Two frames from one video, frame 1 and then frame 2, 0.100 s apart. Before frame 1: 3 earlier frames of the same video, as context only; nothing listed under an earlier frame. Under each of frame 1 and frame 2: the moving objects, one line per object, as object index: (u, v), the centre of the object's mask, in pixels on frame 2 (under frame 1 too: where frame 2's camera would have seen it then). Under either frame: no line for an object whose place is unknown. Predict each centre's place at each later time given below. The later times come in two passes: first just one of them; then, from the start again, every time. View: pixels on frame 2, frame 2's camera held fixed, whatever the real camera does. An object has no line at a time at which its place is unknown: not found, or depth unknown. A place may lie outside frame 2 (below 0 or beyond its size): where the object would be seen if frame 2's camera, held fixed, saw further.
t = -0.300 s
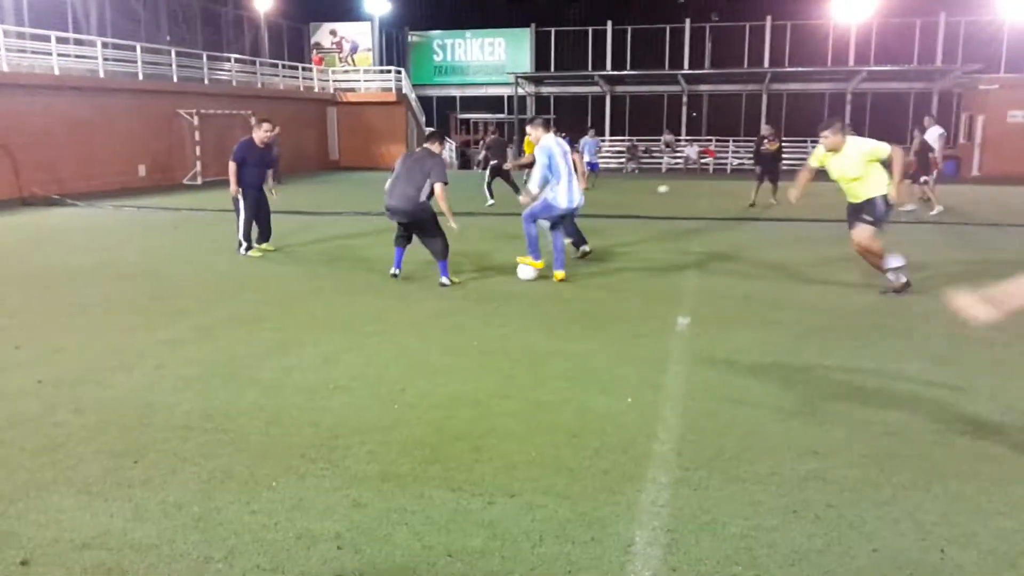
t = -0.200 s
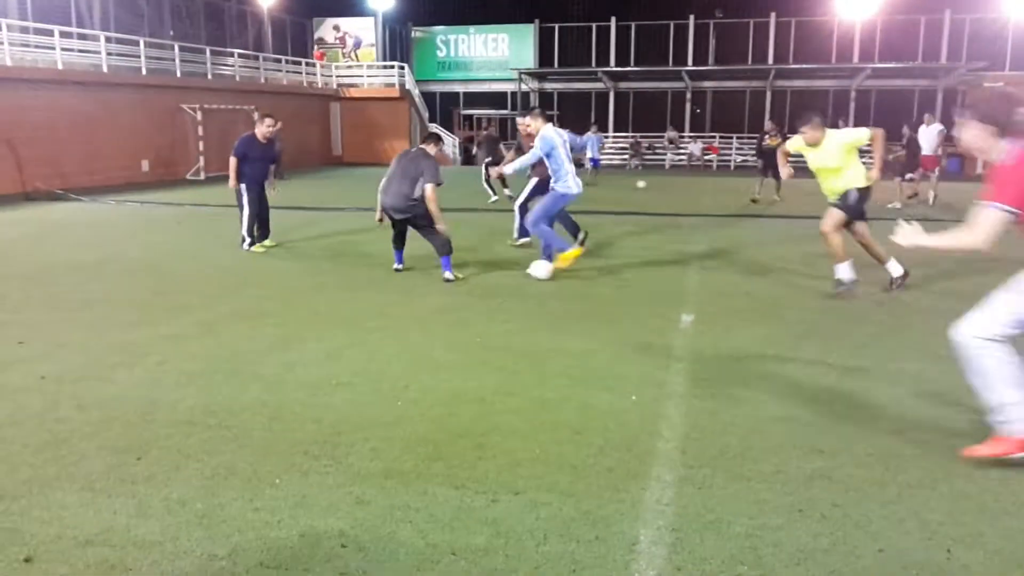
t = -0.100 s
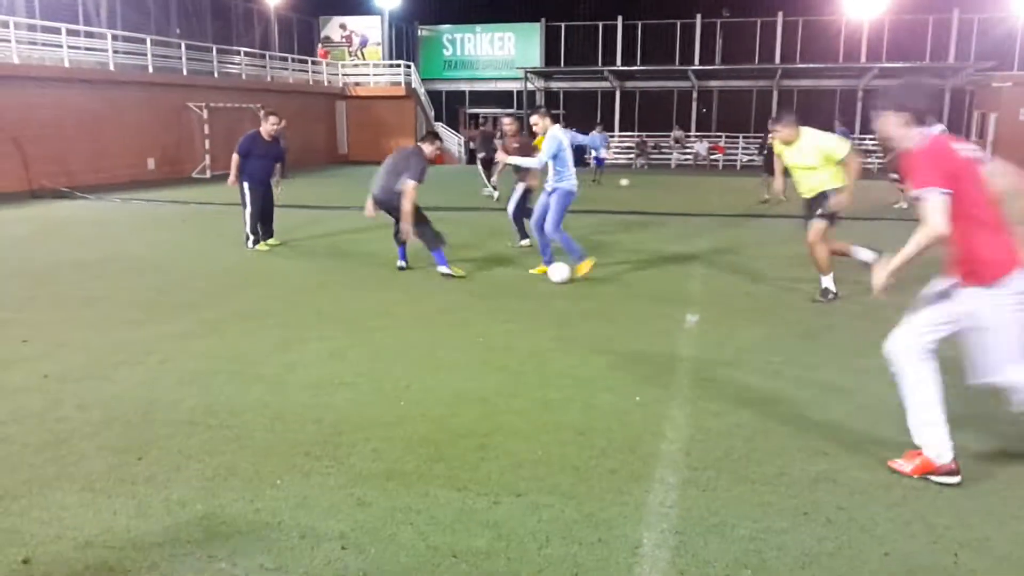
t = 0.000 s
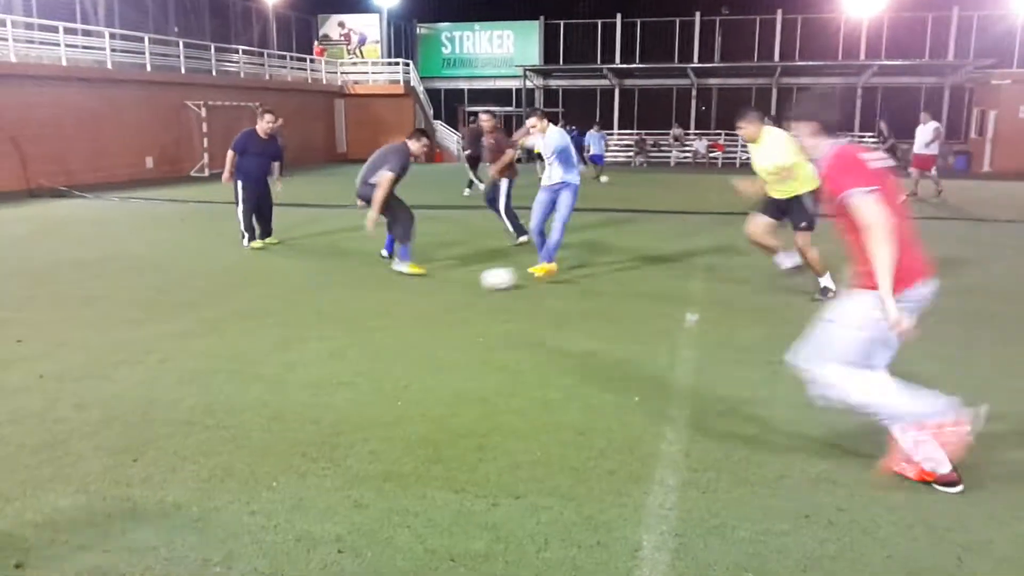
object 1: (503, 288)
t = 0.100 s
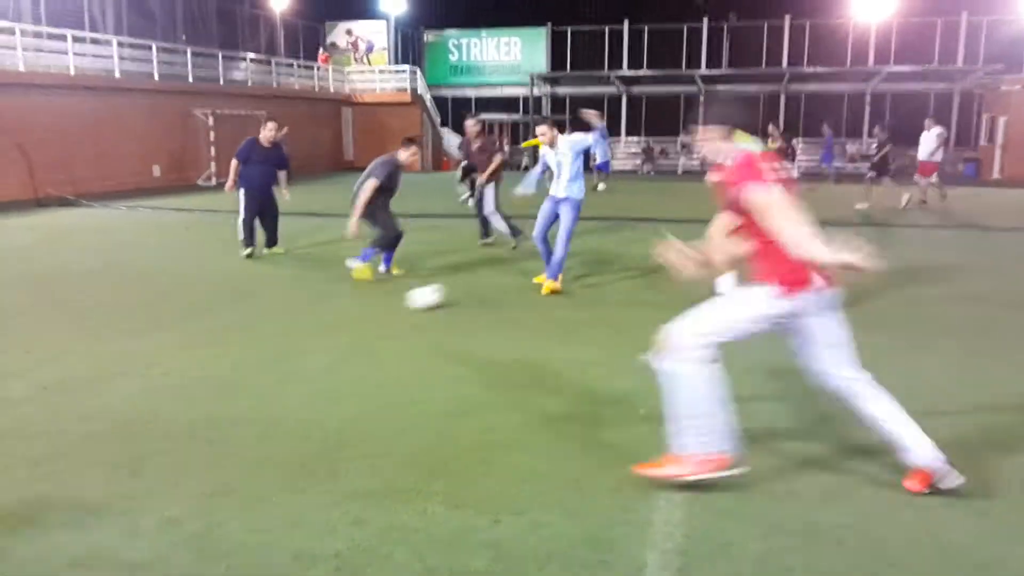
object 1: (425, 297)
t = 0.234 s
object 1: (322, 306)
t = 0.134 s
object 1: (399, 299)
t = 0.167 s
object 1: (373, 301)
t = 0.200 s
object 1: (349, 303)
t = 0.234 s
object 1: (322, 306)
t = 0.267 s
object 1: (297, 309)
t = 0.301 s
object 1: (270, 312)
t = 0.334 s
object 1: (246, 313)
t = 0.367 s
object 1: (217, 315)
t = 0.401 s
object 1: (198, 317)
